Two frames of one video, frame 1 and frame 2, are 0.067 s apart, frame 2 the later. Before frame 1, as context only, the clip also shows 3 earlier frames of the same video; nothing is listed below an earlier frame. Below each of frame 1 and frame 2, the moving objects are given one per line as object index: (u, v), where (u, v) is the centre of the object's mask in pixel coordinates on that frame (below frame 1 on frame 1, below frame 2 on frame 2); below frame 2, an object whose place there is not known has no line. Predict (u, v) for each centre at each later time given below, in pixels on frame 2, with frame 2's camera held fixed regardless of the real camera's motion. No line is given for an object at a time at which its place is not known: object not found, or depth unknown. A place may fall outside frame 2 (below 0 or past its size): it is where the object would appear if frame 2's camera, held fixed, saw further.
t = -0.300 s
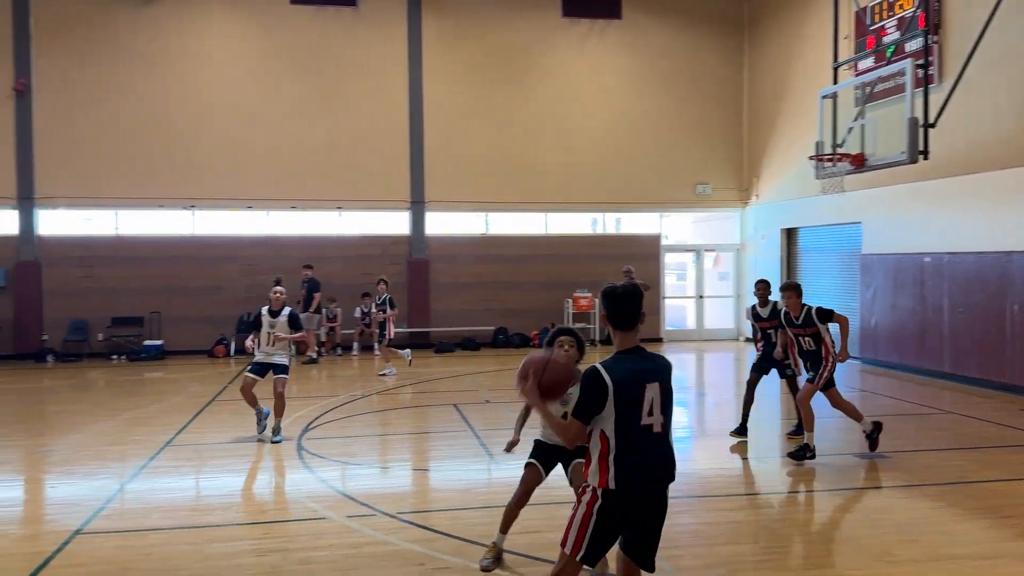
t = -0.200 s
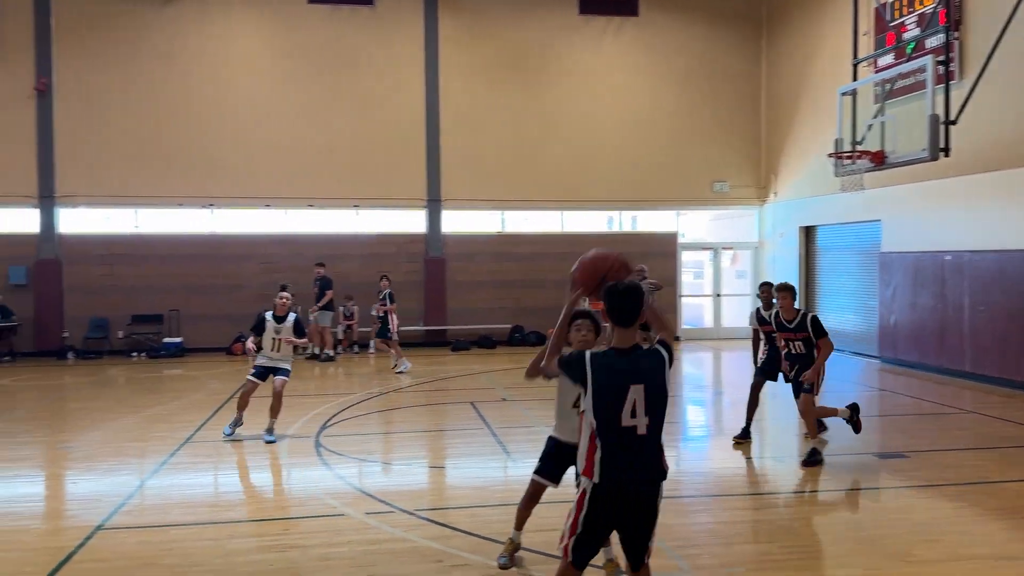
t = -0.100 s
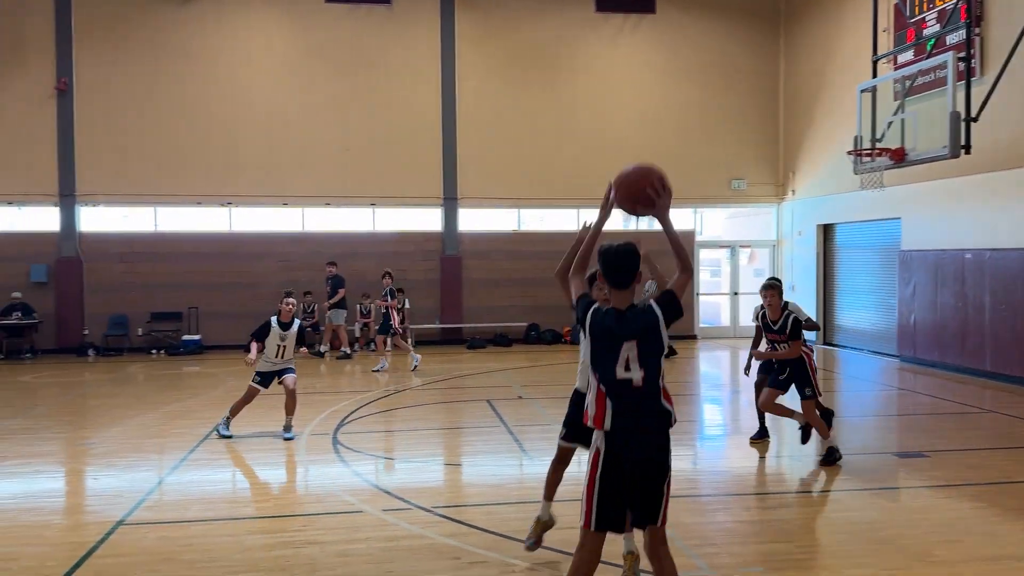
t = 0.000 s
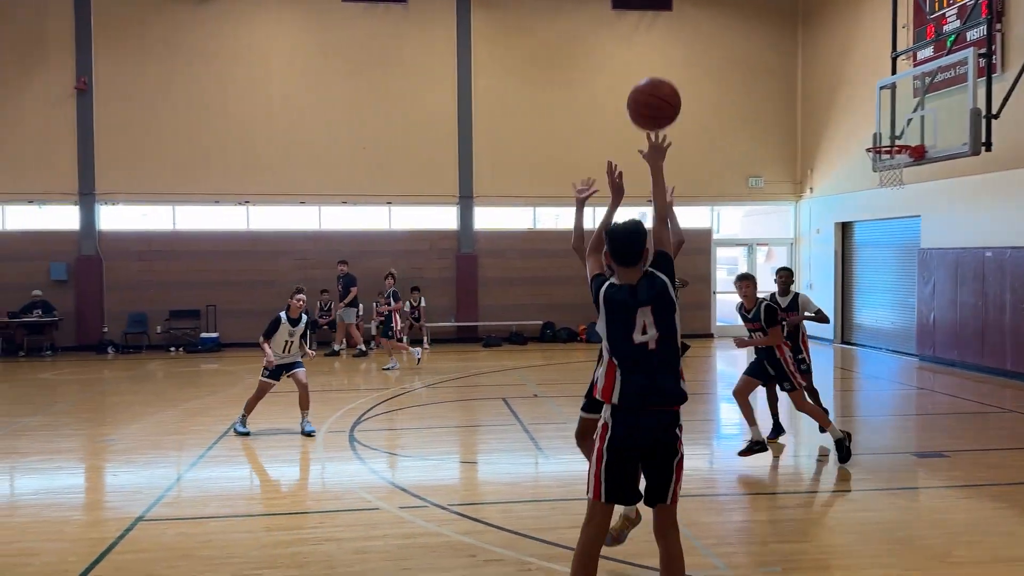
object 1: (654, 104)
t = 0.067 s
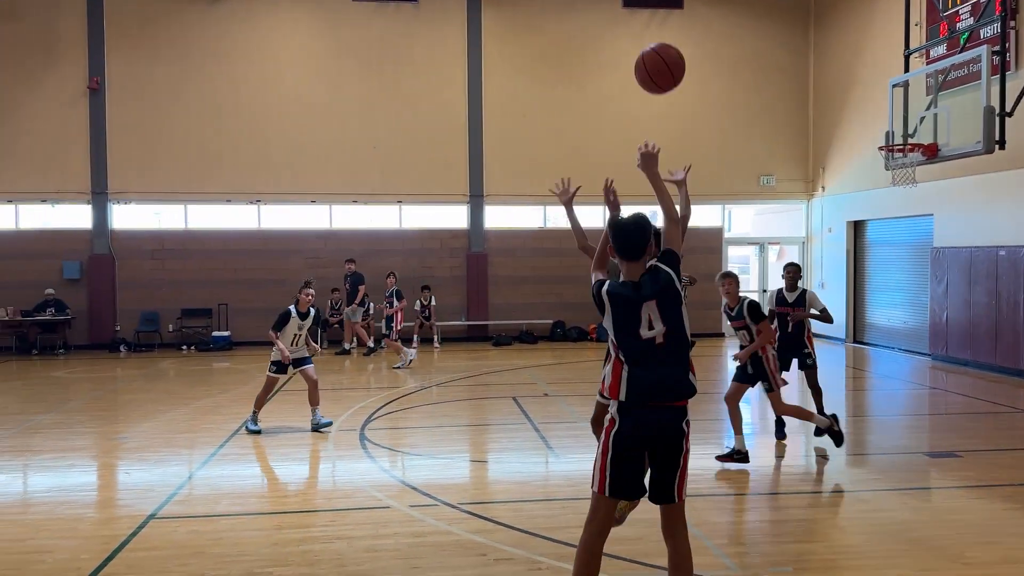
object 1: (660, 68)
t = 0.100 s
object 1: (654, 58)
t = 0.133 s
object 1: (651, 48)
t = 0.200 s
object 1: (643, 38)
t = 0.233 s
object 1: (639, 37)
